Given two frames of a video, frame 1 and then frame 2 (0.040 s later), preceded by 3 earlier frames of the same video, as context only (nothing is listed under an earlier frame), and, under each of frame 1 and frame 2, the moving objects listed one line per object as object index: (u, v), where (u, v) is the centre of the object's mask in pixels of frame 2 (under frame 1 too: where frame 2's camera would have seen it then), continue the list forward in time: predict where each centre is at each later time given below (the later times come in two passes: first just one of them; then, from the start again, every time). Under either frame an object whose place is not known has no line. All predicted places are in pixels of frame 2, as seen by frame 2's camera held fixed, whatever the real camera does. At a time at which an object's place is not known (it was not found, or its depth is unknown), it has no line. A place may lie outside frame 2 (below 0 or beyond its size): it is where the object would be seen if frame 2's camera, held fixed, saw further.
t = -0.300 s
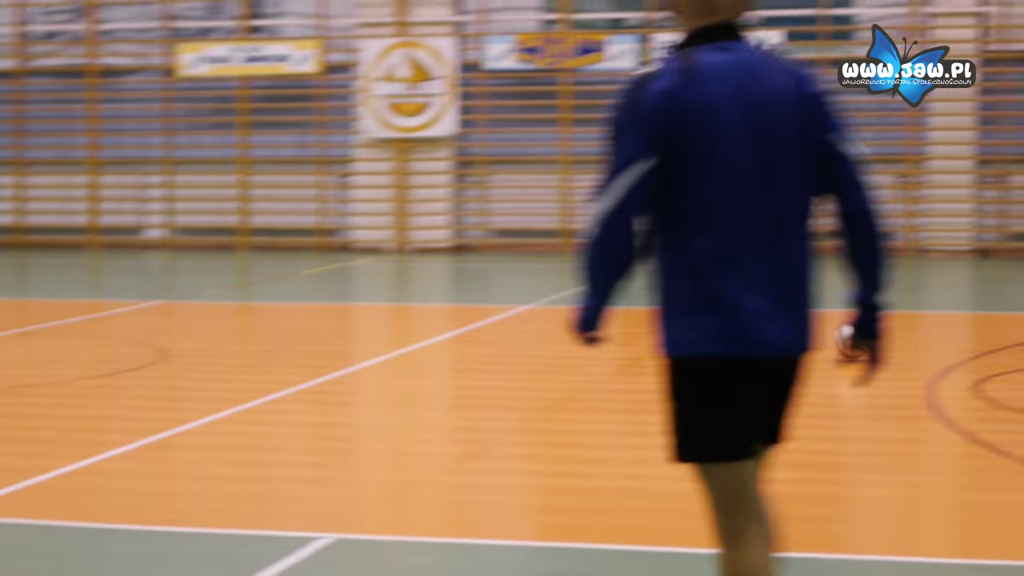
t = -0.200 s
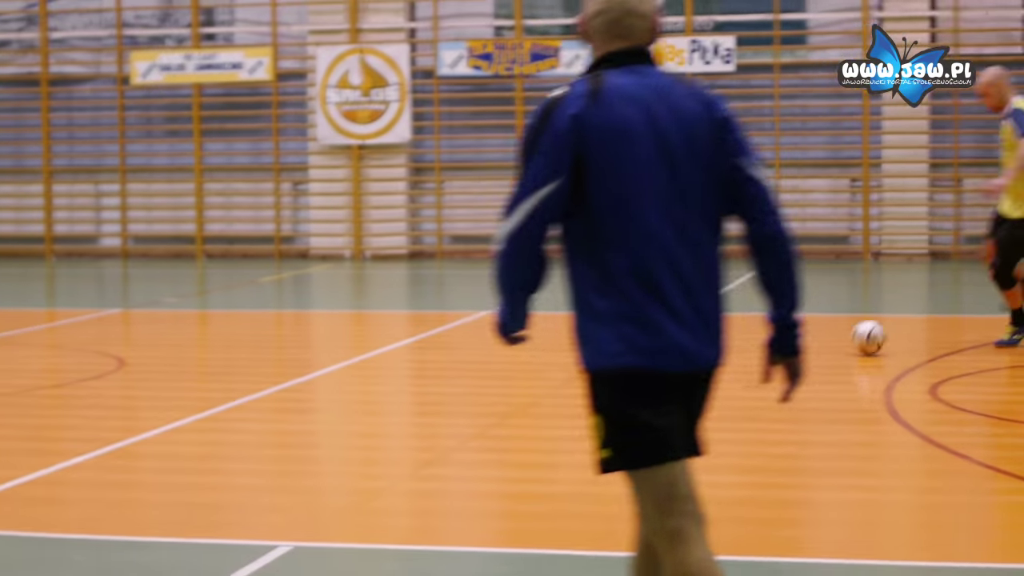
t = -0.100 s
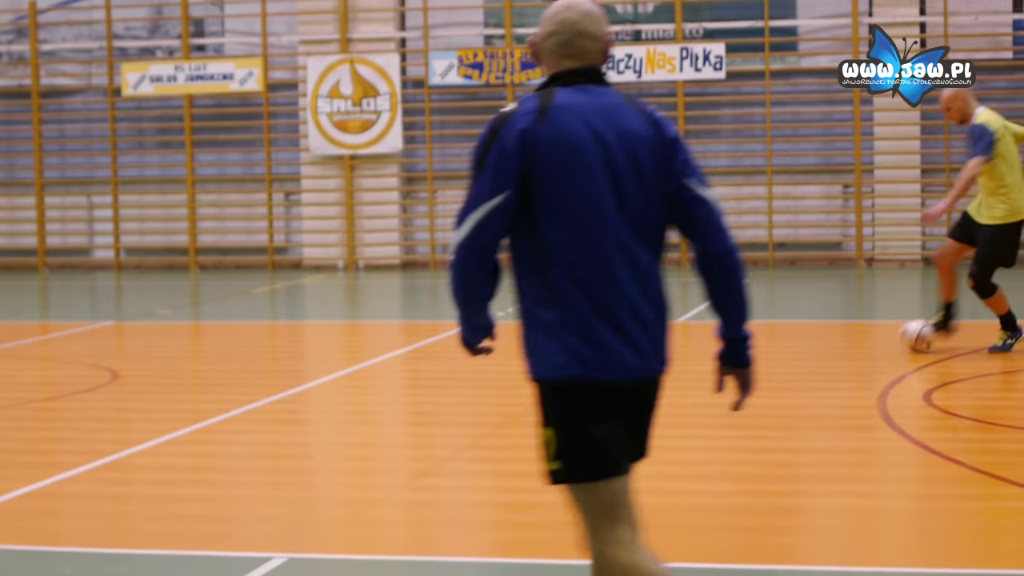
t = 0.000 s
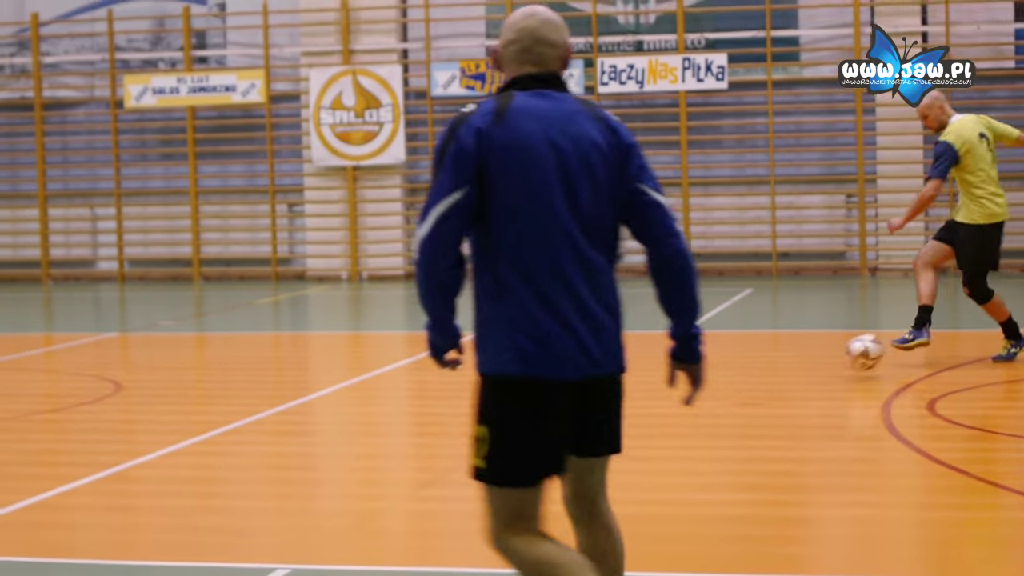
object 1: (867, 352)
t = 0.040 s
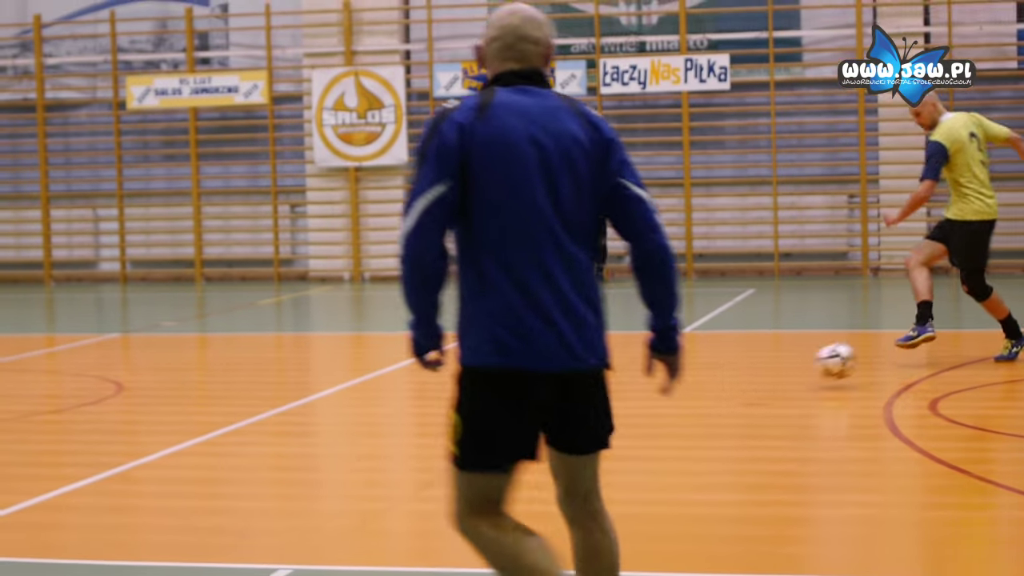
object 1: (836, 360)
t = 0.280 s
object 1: (627, 424)
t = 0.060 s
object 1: (819, 366)
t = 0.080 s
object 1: (804, 372)
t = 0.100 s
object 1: (788, 381)
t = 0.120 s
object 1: (770, 386)
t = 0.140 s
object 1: (753, 388)
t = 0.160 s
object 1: (738, 391)
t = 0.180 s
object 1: (719, 395)
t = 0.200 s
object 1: (703, 400)
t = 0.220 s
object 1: (683, 404)
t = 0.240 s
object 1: (664, 413)
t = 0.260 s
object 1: (643, 419)
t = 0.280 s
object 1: (627, 424)
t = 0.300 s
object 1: (609, 428)
